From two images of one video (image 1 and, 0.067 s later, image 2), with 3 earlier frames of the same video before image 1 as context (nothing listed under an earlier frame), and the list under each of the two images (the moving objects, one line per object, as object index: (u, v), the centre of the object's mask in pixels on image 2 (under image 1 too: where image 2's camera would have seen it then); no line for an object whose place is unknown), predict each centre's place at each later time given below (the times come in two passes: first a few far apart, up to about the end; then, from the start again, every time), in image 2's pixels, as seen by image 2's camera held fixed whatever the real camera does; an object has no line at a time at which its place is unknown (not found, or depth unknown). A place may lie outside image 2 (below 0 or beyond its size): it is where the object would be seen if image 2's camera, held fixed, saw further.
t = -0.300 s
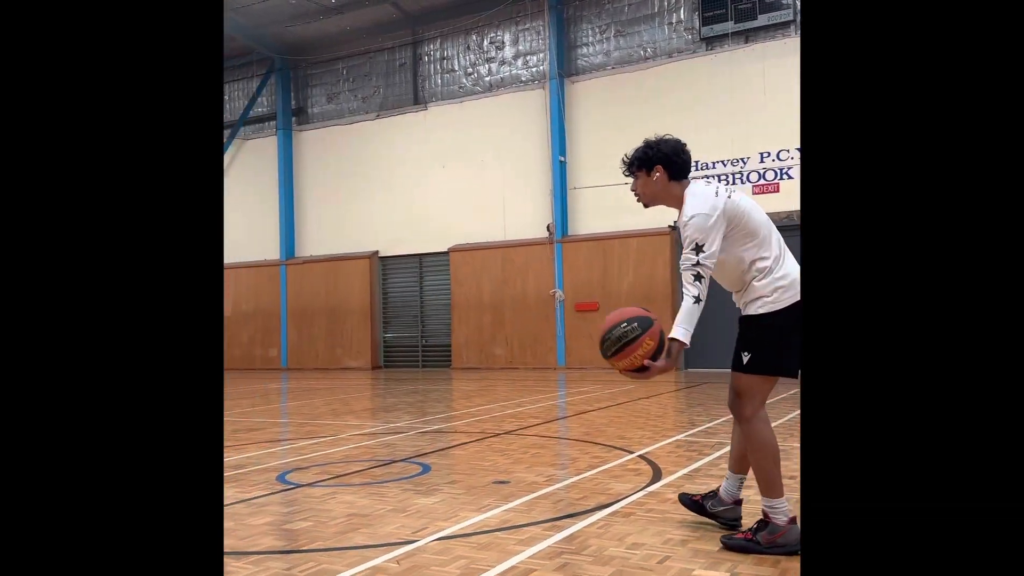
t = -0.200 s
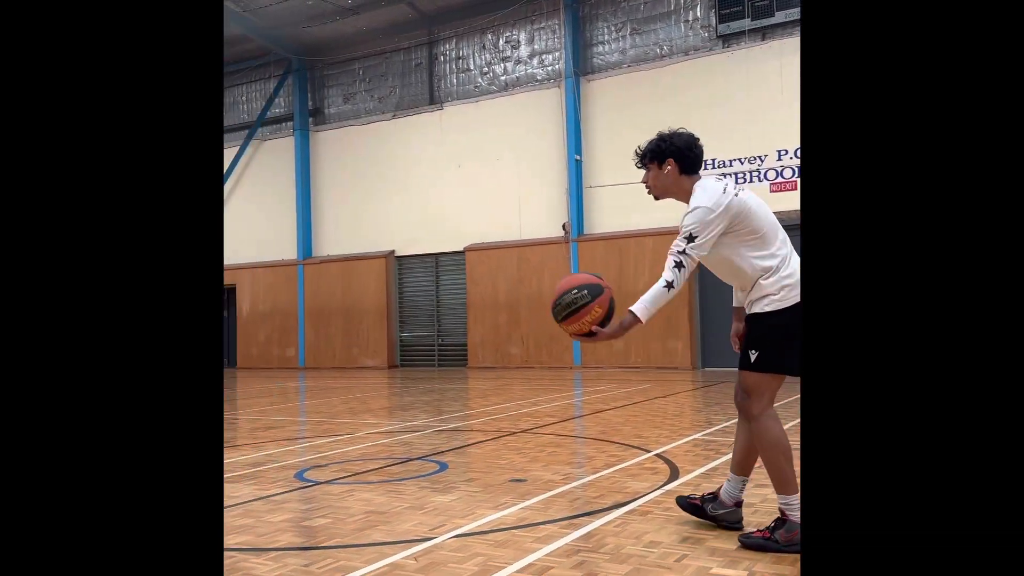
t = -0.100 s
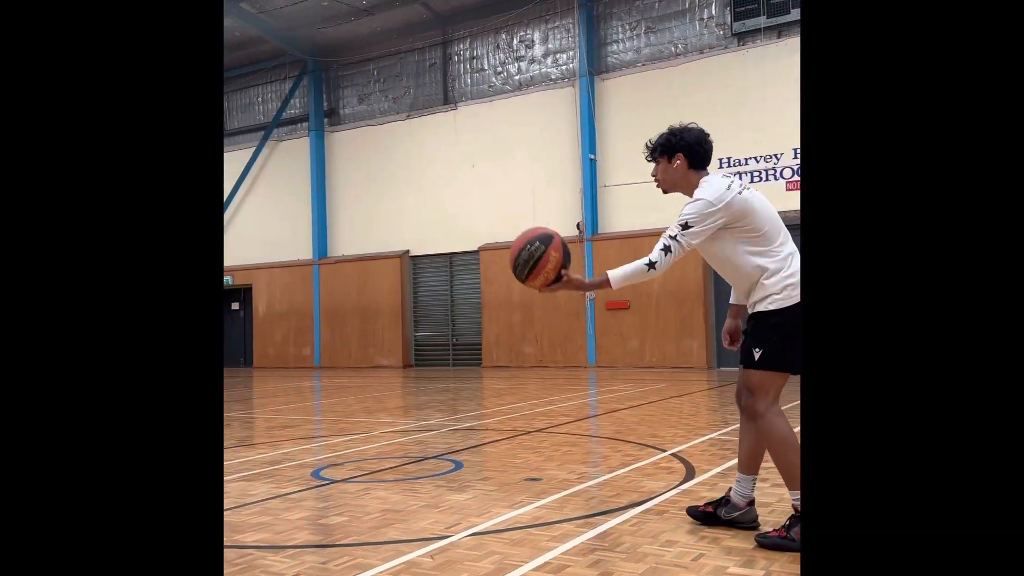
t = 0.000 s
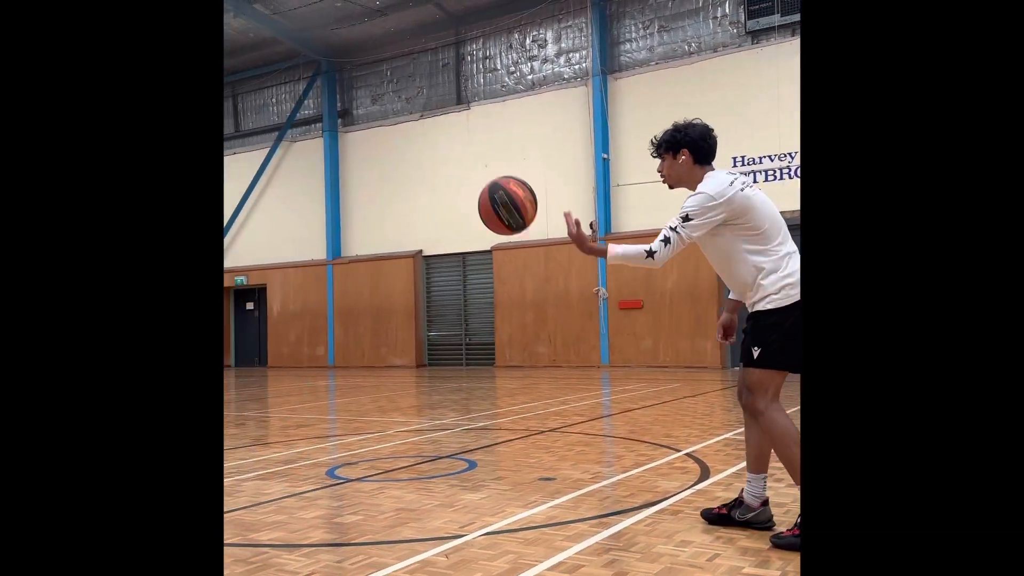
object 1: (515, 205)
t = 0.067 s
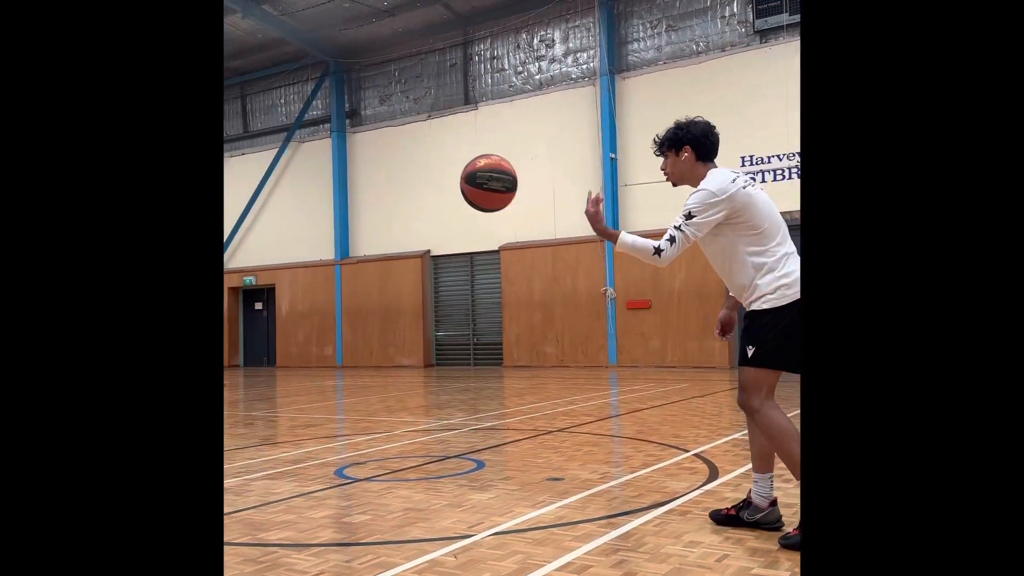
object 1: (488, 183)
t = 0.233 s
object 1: (429, 173)
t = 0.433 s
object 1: (370, 238)
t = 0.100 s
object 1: (476, 176)
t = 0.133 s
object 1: (463, 172)
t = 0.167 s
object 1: (451, 170)
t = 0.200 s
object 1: (440, 170)
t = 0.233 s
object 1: (429, 173)
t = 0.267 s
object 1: (418, 179)
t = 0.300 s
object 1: (407, 187)
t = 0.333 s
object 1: (398, 197)
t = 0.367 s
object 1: (388, 208)
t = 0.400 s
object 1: (379, 223)
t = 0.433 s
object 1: (370, 238)
